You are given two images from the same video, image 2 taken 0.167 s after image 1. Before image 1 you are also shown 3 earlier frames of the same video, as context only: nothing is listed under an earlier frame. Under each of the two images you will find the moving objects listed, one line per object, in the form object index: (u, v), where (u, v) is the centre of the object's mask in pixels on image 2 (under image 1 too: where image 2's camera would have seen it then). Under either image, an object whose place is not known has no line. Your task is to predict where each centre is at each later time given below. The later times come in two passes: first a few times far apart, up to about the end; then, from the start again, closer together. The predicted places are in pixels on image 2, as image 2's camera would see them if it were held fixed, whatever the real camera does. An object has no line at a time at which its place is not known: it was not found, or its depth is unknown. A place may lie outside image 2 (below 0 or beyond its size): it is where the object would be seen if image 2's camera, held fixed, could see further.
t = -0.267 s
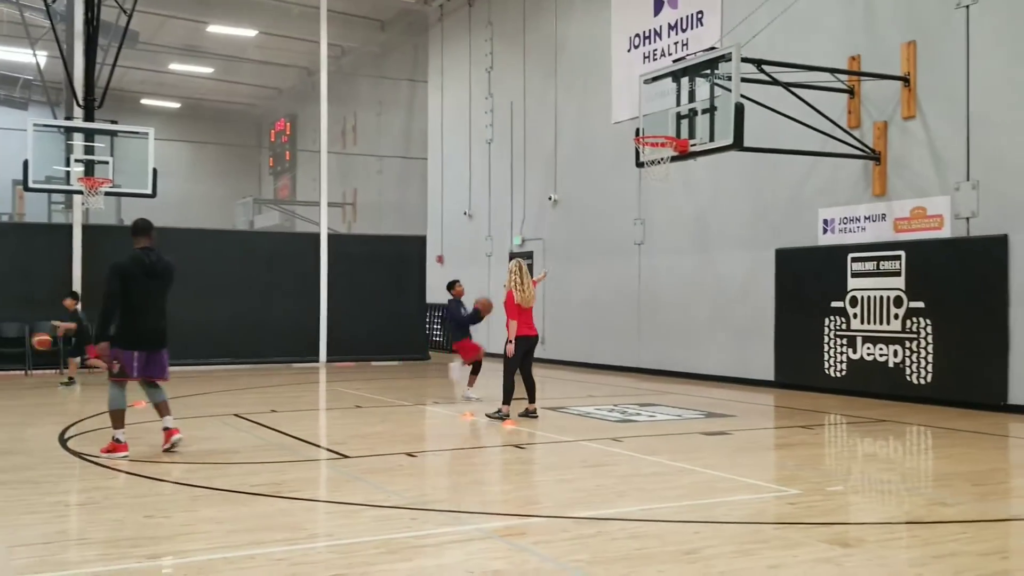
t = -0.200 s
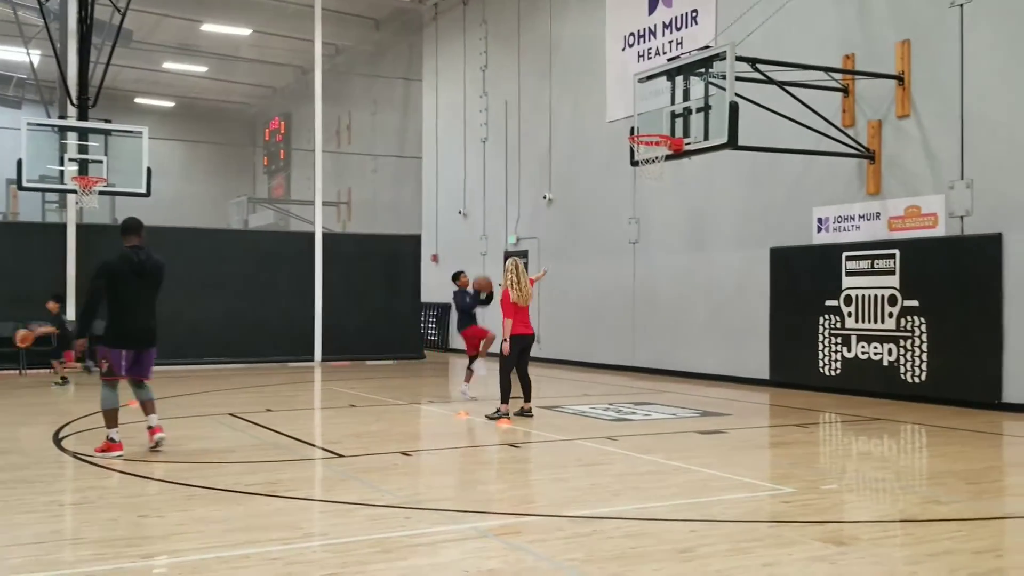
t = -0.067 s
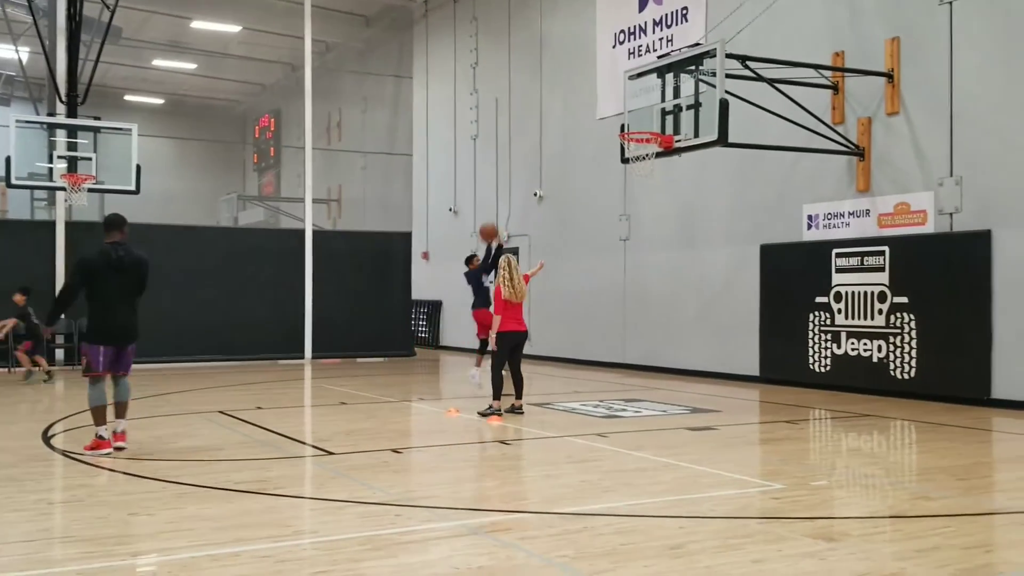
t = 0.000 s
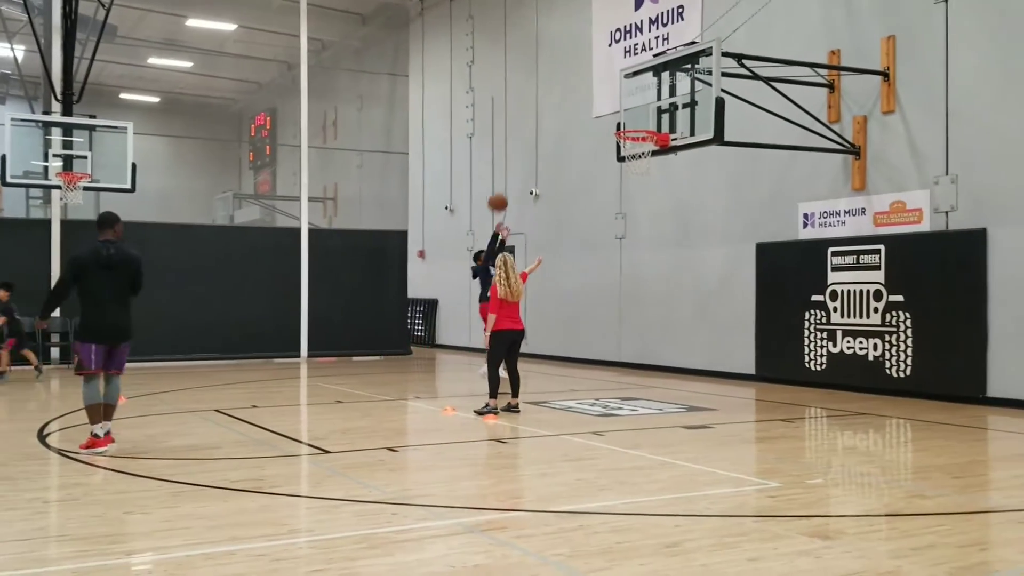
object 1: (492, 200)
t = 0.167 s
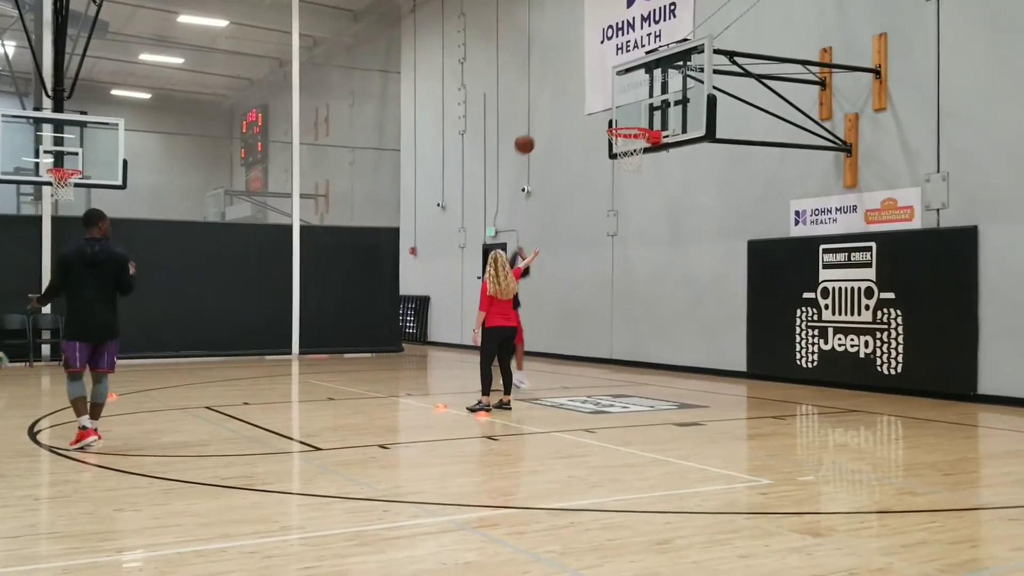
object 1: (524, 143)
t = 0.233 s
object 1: (537, 127)
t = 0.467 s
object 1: (586, 96)
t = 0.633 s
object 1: (623, 103)
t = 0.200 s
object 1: (531, 135)
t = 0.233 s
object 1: (537, 127)
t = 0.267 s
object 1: (544, 120)
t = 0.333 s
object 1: (557, 108)
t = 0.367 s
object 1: (564, 104)
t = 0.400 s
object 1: (572, 100)
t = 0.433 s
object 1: (579, 98)
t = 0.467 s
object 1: (586, 96)
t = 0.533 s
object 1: (600, 96)
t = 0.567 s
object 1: (608, 97)
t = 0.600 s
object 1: (615, 100)
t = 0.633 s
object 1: (623, 103)
